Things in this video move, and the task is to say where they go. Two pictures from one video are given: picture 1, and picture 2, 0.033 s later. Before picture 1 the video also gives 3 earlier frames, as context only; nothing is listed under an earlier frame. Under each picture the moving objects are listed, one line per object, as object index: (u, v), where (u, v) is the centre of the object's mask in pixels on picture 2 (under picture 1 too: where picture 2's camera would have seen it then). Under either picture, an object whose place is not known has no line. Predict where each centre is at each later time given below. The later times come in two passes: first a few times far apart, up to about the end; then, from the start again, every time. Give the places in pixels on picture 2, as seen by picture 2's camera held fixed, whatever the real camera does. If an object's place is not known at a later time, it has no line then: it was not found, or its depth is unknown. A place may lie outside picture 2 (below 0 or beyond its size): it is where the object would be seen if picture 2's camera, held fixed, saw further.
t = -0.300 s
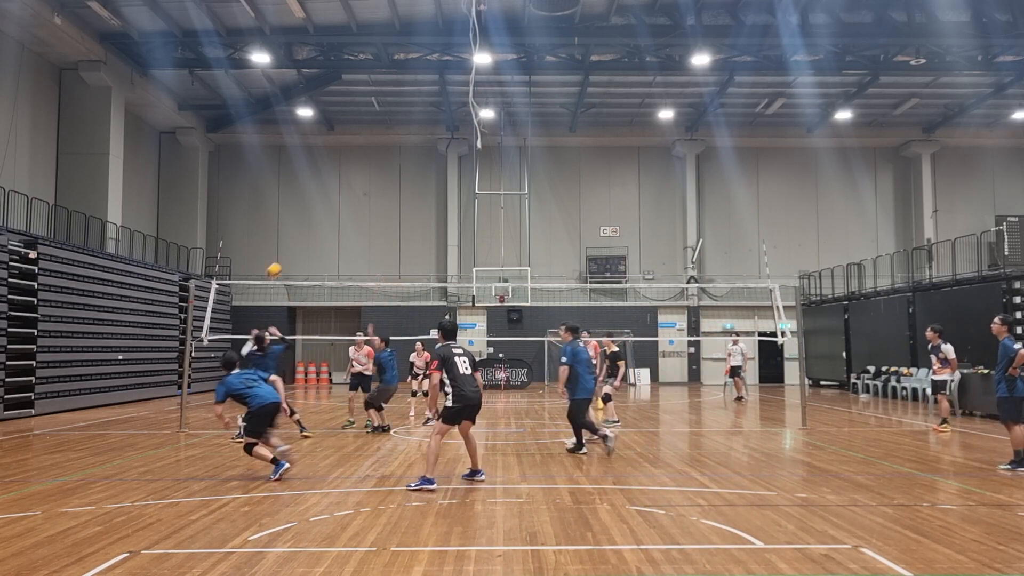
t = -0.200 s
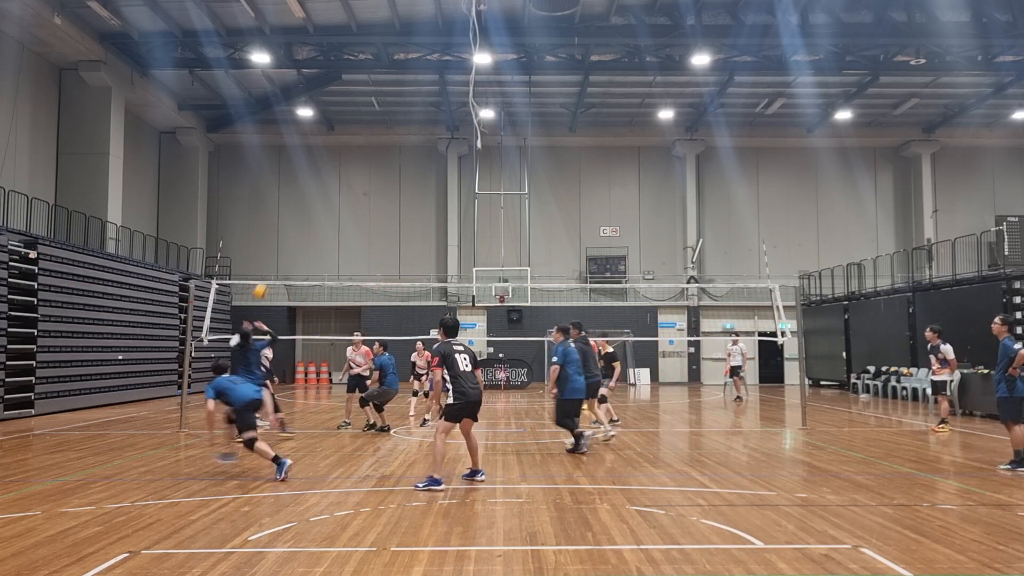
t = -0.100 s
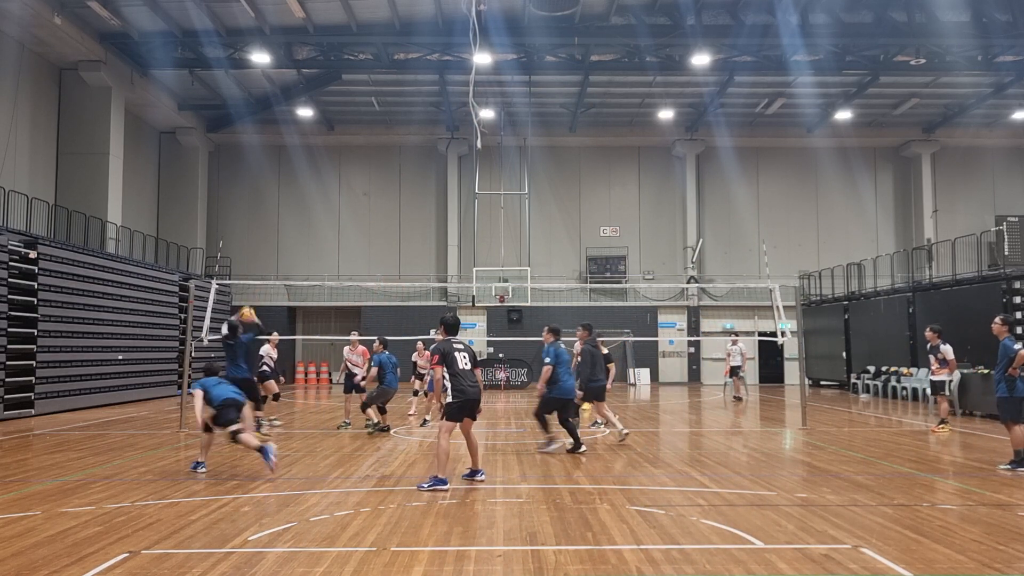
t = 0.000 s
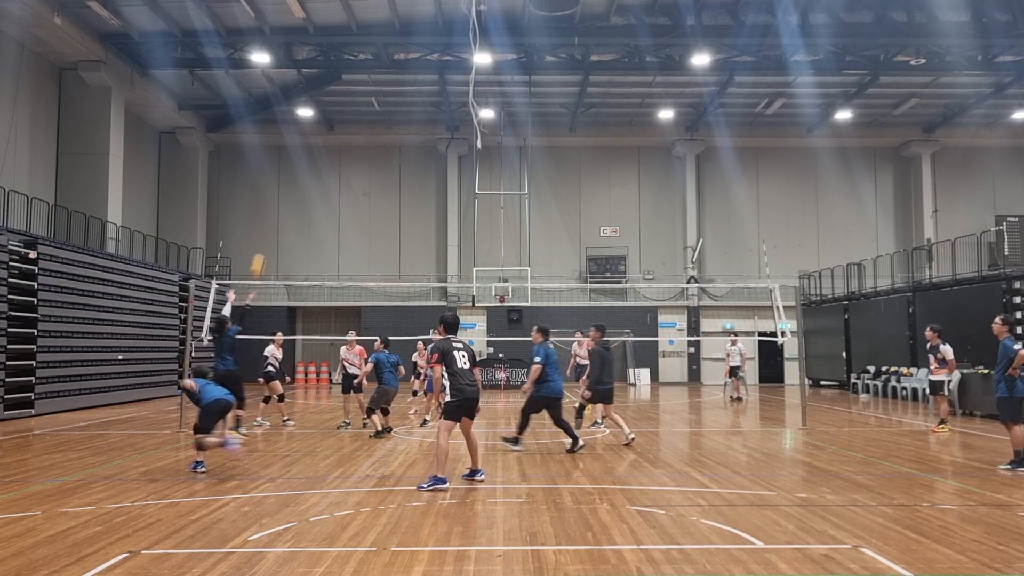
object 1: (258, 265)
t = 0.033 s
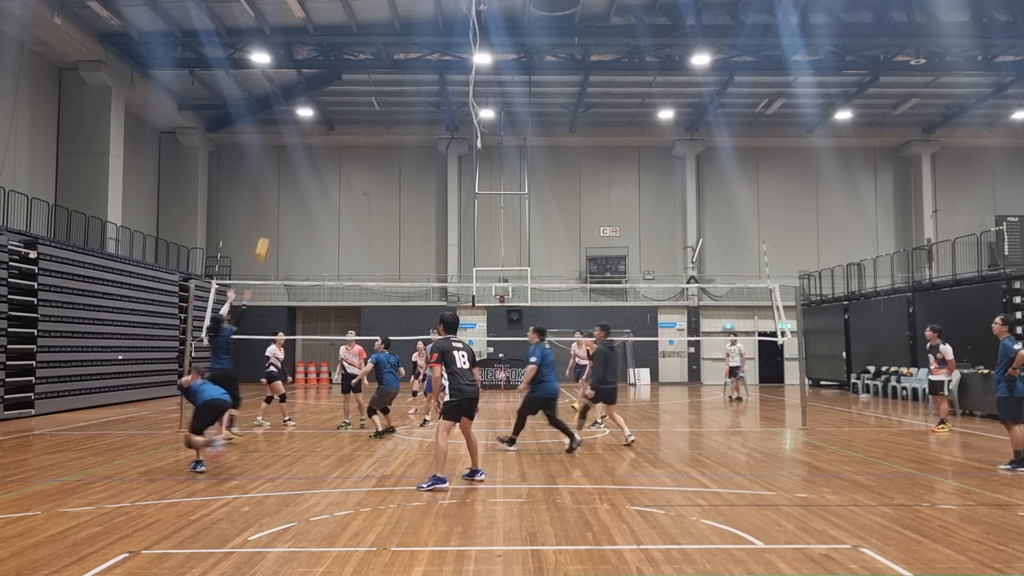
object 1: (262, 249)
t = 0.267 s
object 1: (292, 159)
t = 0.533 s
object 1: (326, 100)
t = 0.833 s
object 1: (364, 90)
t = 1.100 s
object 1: (397, 131)
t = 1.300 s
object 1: (421, 193)
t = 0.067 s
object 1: (266, 234)
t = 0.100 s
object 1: (270, 219)
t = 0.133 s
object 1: (275, 206)
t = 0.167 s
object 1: (279, 192)
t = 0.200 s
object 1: (283, 180)
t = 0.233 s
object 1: (288, 169)
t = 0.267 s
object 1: (292, 159)
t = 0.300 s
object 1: (296, 148)
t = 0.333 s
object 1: (301, 139)
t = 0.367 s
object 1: (305, 131)
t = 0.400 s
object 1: (309, 124)
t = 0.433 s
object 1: (315, 116)
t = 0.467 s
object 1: (318, 110)
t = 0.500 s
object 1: (322, 105)
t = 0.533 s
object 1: (326, 100)
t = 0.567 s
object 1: (331, 96)
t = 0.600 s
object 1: (335, 93)
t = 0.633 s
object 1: (339, 90)
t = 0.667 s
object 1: (343, 89)
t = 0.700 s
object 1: (348, 88)
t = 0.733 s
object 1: (352, 87)
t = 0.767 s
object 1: (356, 87)
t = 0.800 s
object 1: (360, 88)
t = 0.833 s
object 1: (364, 90)
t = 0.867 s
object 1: (368, 93)
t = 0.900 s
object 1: (373, 96)
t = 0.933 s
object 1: (377, 100)
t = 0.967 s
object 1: (381, 105)
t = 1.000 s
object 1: (385, 110)
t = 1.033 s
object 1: (389, 116)
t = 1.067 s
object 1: (393, 123)
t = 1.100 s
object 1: (397, 131)
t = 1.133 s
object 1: (401, 139)
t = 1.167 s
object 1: (405, 148)
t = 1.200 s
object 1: (409, 158)
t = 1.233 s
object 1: (413, 169)
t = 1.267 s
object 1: (417, 181)
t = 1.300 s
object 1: (421, 193)
